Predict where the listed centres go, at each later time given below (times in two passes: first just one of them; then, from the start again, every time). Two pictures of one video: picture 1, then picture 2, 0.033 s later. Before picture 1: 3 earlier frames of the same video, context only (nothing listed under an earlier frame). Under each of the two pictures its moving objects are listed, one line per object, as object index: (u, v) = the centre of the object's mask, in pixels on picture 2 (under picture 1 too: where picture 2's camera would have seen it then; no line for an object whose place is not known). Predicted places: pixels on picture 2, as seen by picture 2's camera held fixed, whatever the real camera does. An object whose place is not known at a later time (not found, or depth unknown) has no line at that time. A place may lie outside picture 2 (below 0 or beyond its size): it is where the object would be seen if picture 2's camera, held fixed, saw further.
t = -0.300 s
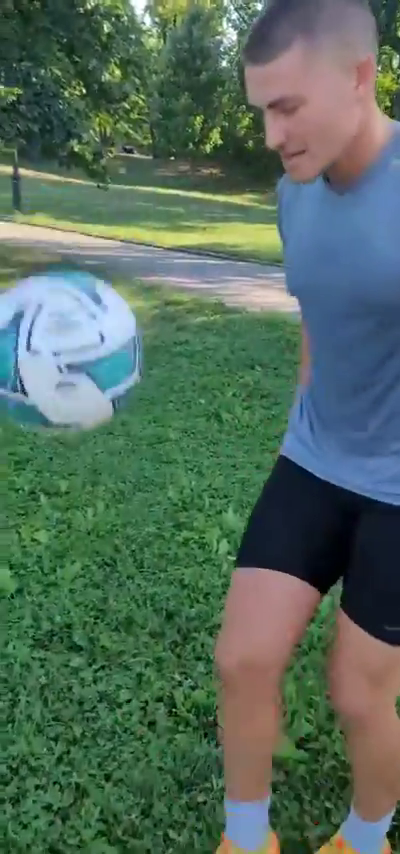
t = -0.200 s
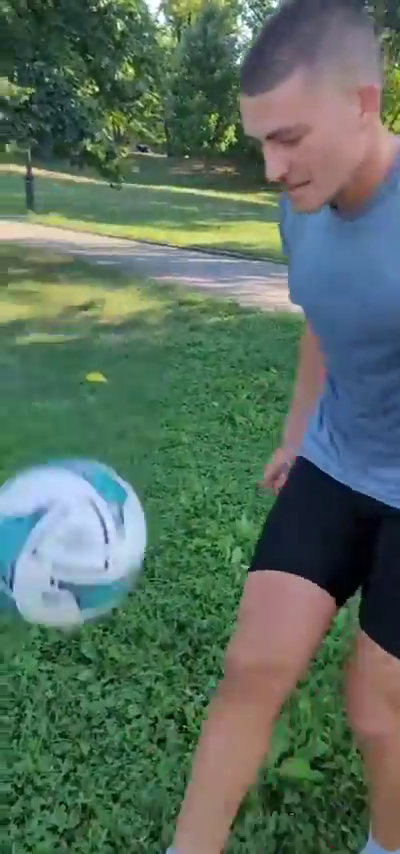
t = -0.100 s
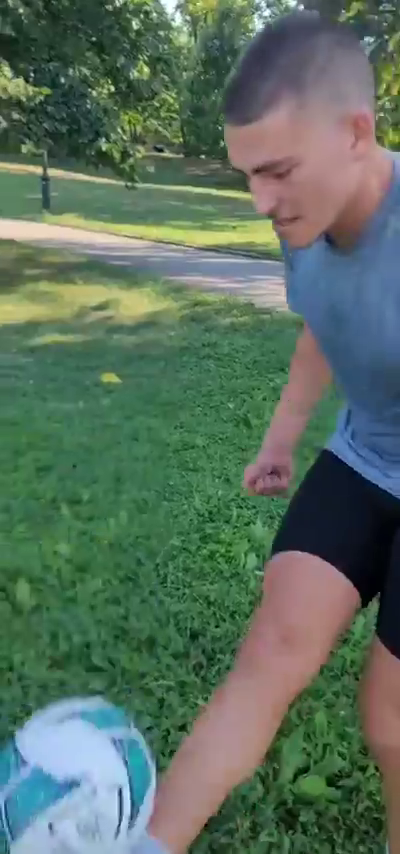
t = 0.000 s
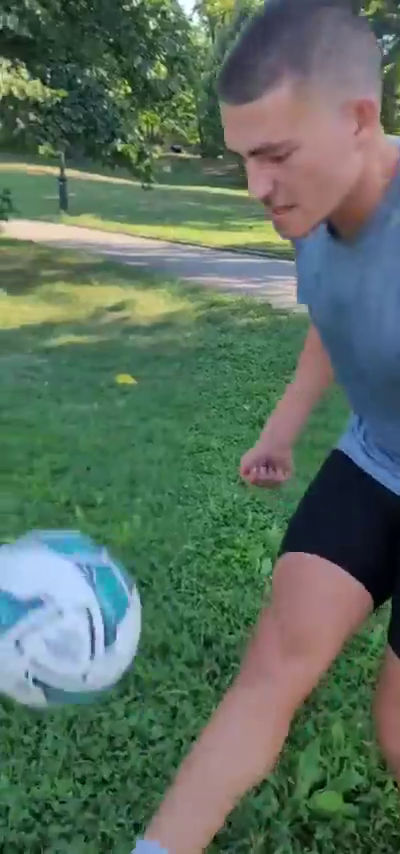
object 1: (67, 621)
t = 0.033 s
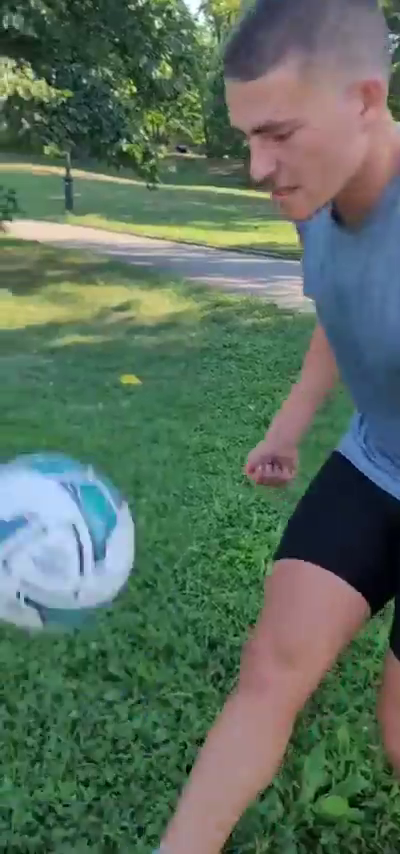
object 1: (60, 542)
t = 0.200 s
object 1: (25, 265)
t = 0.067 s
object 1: (54, 469)
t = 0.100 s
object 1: (48, 406)
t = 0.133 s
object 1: (40, 351)
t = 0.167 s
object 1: (32, 304)
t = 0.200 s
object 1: (25, 265)
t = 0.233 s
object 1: (19, 236)
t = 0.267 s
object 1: (14, 217)
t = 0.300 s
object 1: (10, 207)
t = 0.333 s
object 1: (7, 206)
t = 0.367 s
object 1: (4, 213)
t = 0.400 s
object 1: (3, 228)
